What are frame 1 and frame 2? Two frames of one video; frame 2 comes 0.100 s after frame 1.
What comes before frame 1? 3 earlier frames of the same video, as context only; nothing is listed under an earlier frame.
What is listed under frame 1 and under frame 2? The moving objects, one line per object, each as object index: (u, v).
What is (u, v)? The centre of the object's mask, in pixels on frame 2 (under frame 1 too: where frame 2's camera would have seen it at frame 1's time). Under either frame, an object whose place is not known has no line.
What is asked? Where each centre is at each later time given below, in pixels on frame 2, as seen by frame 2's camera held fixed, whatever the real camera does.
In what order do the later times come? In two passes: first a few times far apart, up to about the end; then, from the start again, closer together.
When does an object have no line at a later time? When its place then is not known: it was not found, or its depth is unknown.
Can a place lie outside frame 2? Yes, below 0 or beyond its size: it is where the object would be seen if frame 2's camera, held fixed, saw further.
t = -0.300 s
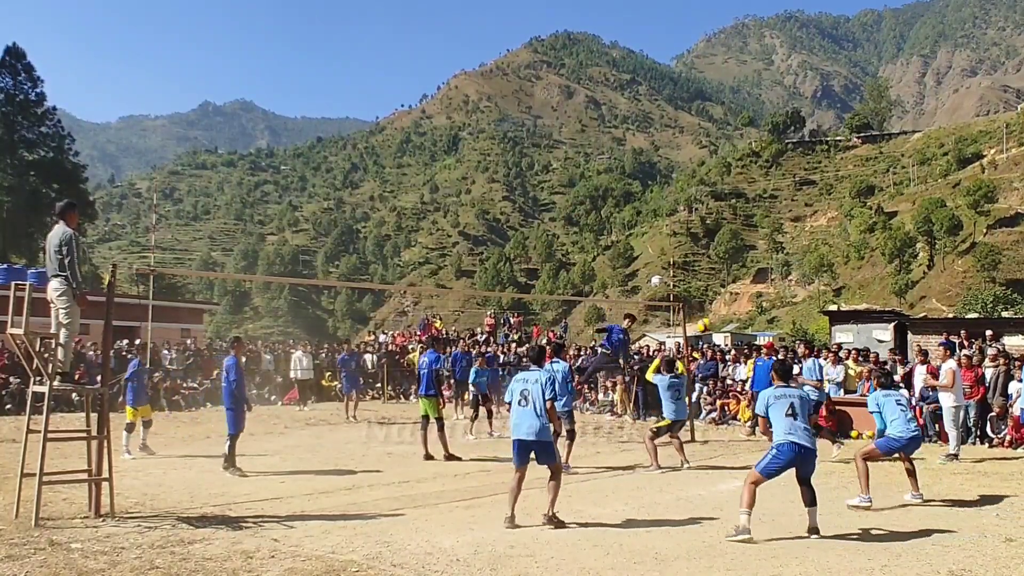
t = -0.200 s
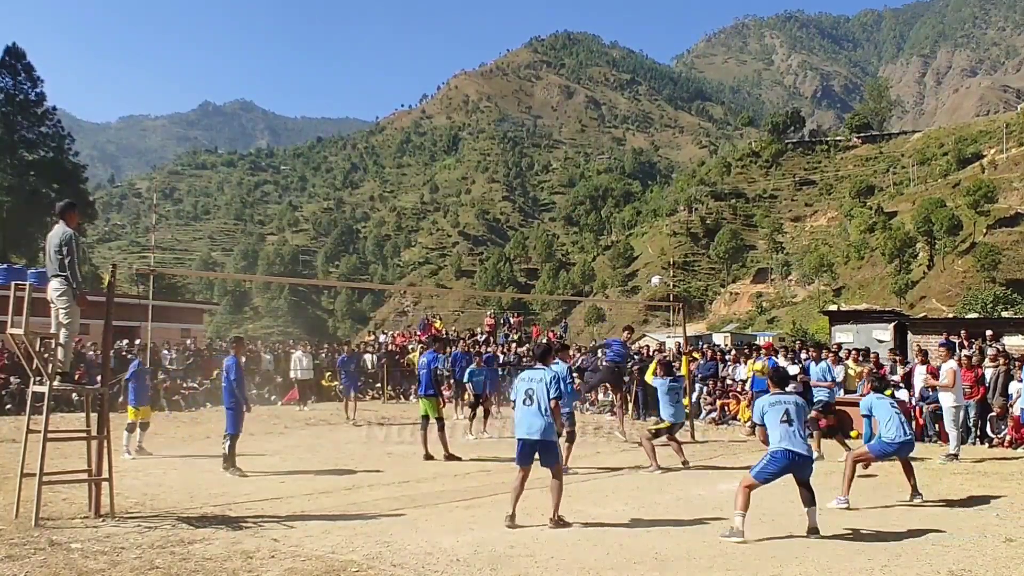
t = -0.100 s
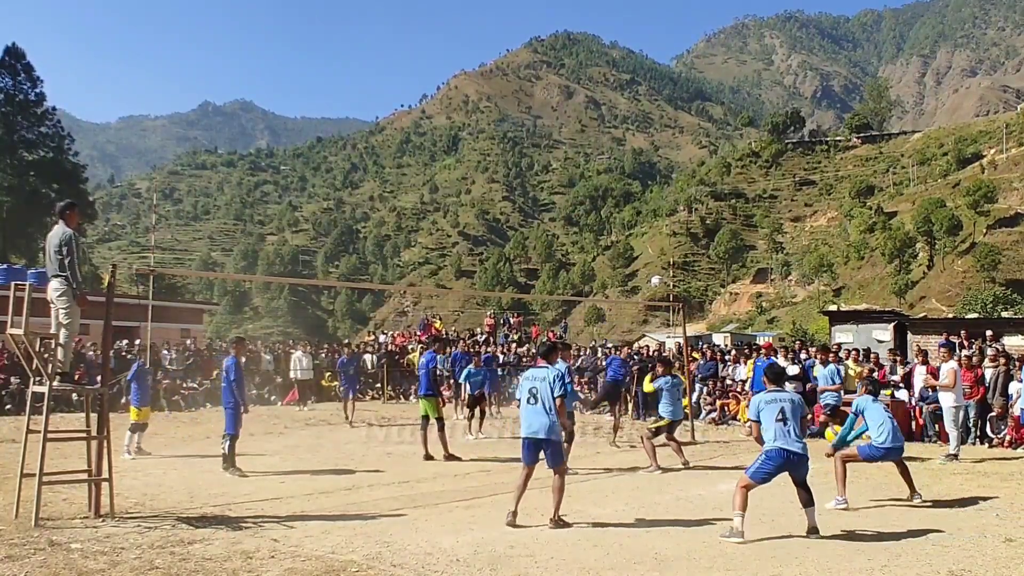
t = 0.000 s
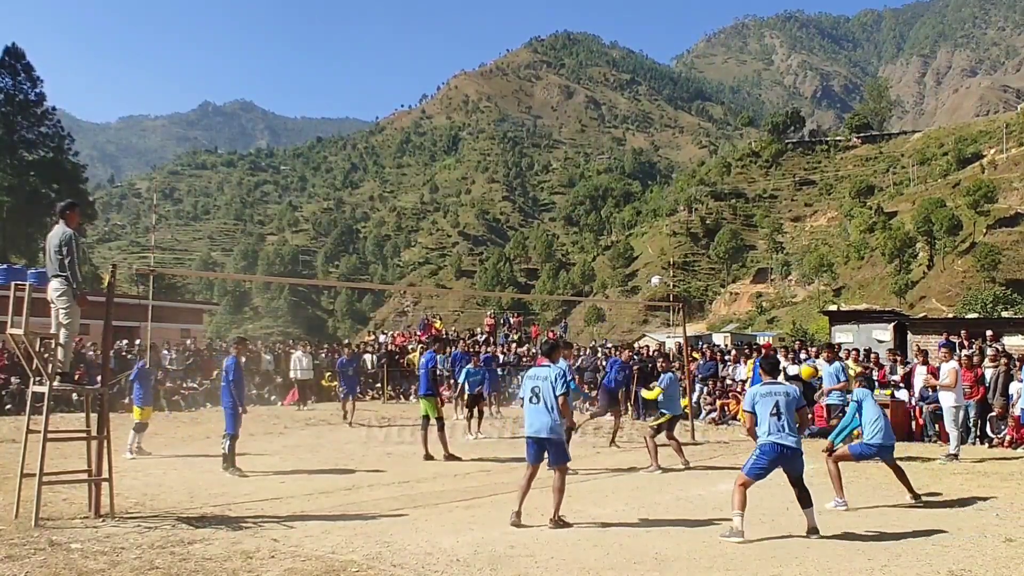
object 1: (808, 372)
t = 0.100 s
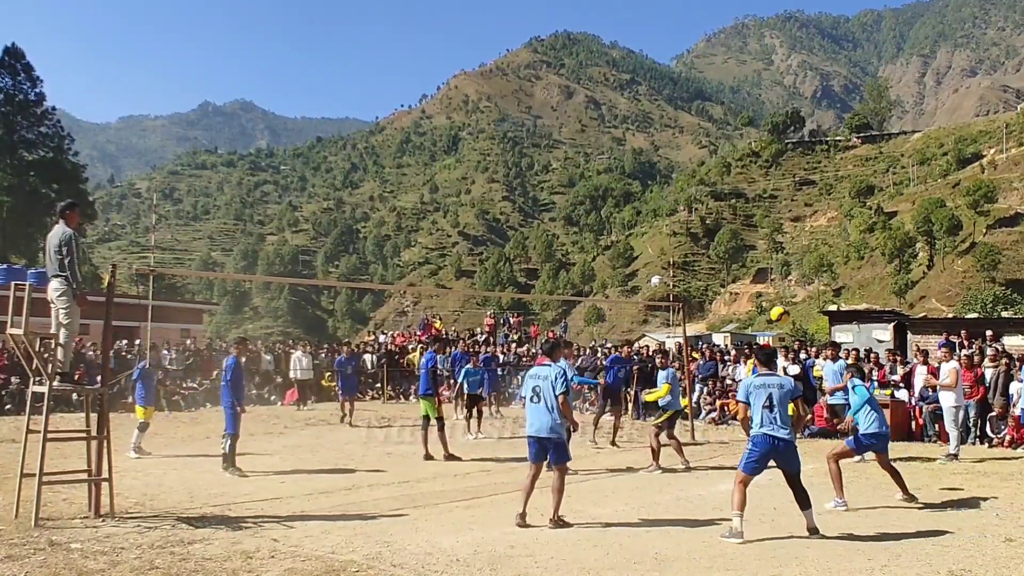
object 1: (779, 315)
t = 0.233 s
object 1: (744, 254)
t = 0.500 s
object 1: (681, 185)
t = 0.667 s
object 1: (646, 172)
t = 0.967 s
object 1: (582, 198)
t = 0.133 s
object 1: (770, 297)
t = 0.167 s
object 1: (762, 282)
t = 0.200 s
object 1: (753, 269)
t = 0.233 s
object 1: (744, 254)
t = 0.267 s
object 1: (736, 243)
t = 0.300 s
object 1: (727, 230)
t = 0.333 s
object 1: (719, 221)
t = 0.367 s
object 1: (712, 213)
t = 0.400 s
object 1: (704, 204)
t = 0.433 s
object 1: (696, 197)
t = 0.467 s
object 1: (689, 190)
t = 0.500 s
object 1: (681, 185)
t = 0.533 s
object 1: (674, 182)
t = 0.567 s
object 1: (666, 177)
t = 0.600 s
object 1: (658, 174)
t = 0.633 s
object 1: (652, 172)
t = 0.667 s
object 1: (646, 172)
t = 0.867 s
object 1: (603, 182)
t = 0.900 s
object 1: (596, 187)
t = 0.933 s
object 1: (589, 193)
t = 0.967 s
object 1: (582, 198)
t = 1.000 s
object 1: (576, 206)
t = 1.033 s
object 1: (569, 215)
